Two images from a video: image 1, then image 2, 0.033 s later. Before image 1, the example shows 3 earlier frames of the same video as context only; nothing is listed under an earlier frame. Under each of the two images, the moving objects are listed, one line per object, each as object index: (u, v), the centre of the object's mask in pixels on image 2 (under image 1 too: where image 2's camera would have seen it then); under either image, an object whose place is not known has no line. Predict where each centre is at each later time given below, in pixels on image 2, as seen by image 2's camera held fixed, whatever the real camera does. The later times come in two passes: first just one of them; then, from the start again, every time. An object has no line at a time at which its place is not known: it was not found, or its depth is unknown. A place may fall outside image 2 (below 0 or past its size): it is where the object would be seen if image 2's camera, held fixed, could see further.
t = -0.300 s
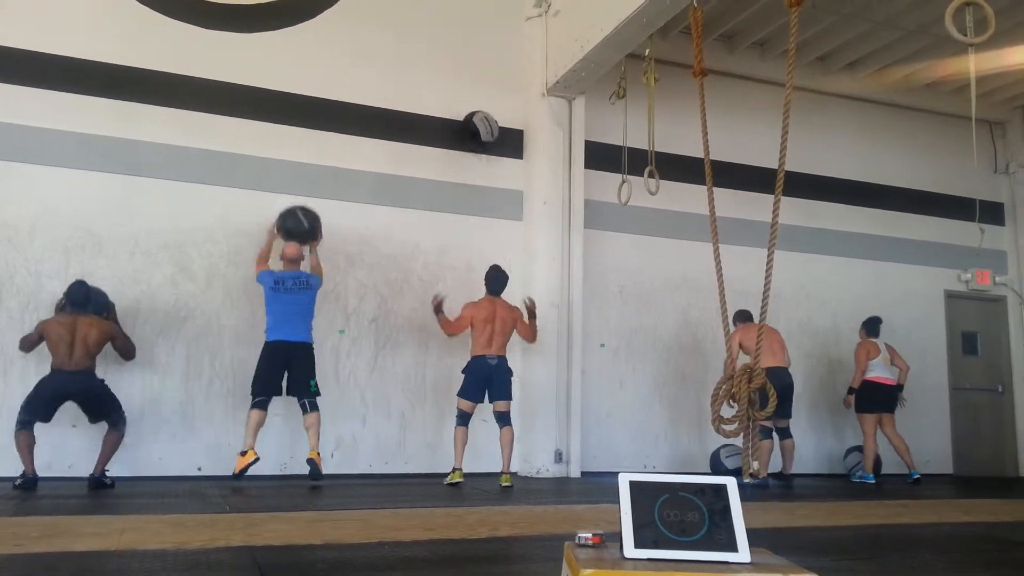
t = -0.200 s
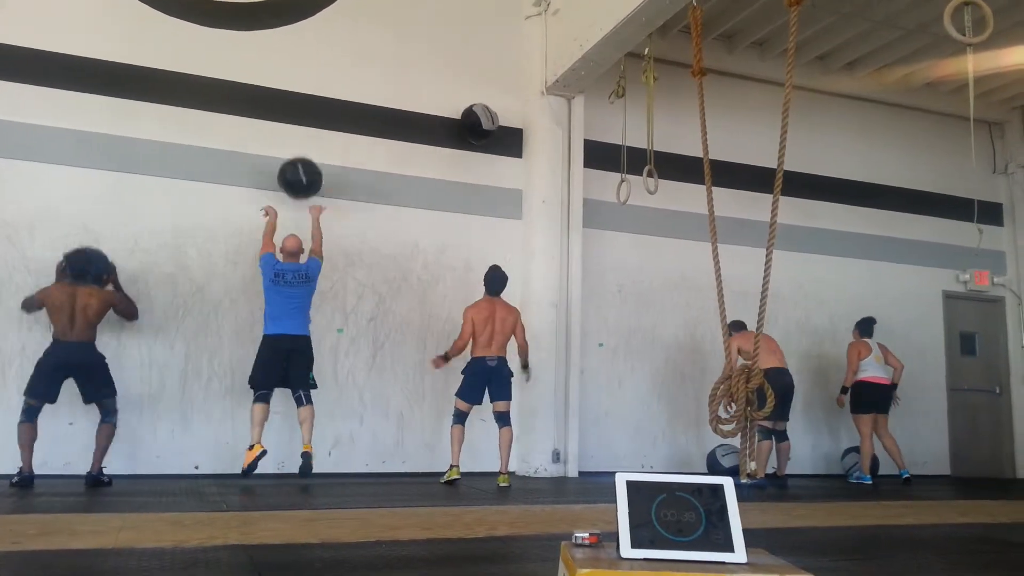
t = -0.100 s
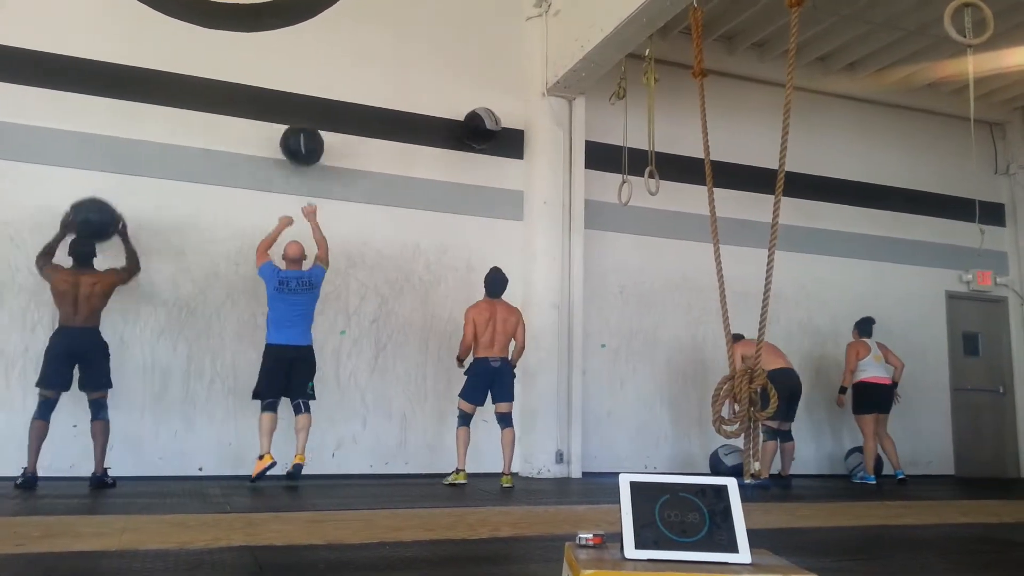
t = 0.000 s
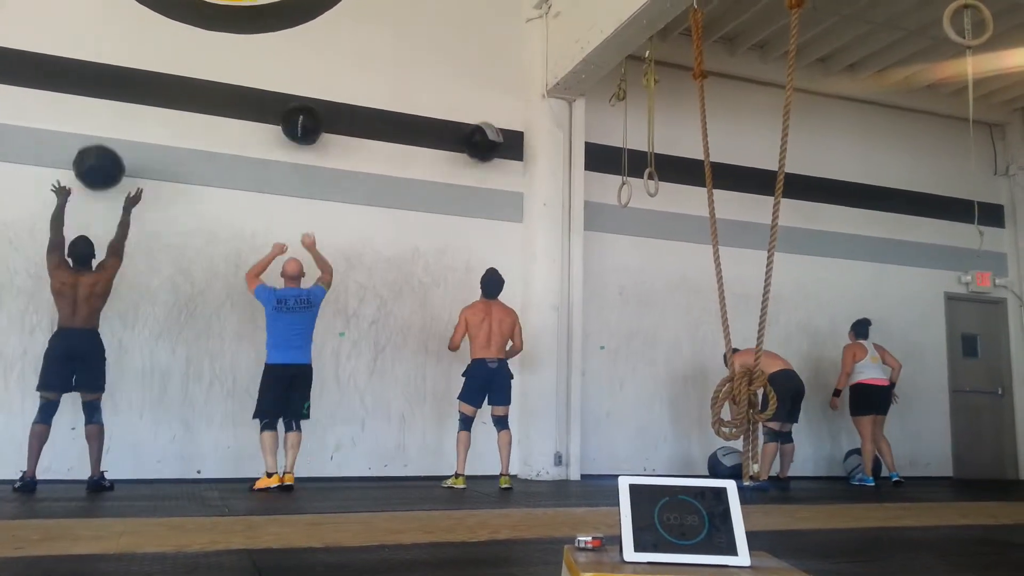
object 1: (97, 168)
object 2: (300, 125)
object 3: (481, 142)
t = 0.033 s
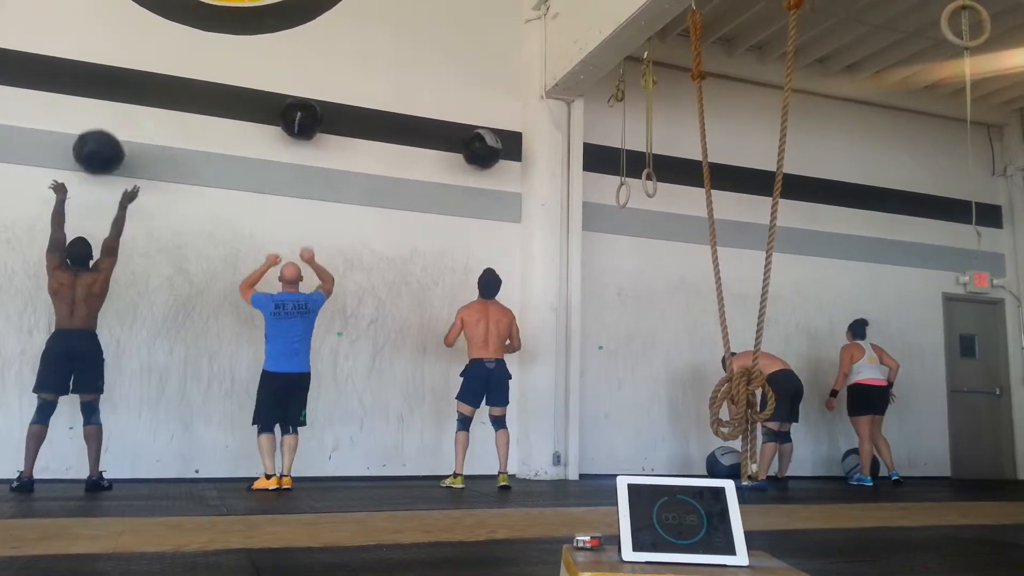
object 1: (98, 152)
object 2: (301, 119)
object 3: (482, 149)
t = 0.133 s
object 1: (103, 114)
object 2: (299, 111)
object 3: (483, 177)
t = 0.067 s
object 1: (99, 137)
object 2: (300, 115)
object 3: (481, 156)
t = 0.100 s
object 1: (101, 124)
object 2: (299, 112)
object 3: (482, 166)
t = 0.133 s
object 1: (103, 114)
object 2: (299, 111)
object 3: (483, 177)
